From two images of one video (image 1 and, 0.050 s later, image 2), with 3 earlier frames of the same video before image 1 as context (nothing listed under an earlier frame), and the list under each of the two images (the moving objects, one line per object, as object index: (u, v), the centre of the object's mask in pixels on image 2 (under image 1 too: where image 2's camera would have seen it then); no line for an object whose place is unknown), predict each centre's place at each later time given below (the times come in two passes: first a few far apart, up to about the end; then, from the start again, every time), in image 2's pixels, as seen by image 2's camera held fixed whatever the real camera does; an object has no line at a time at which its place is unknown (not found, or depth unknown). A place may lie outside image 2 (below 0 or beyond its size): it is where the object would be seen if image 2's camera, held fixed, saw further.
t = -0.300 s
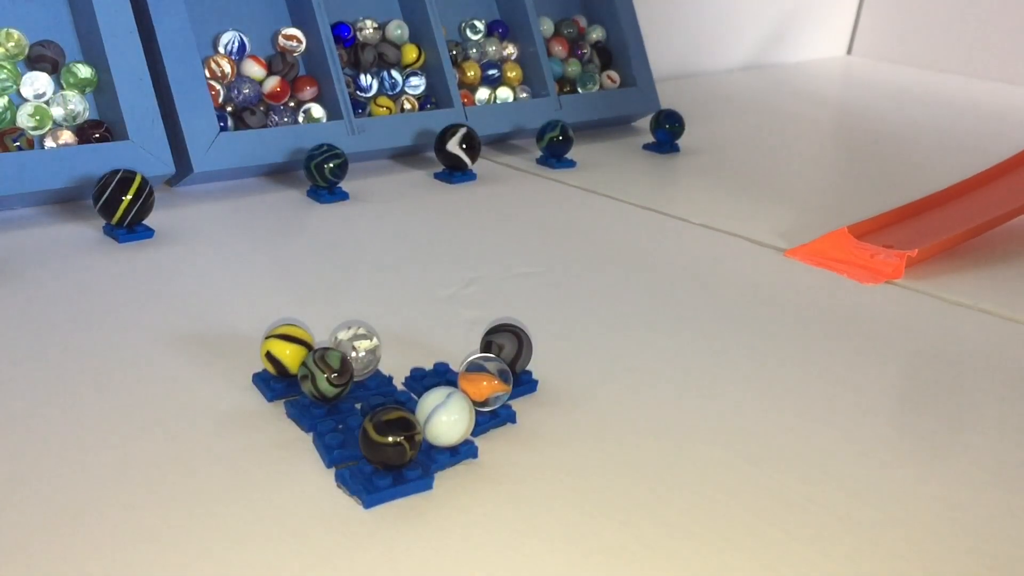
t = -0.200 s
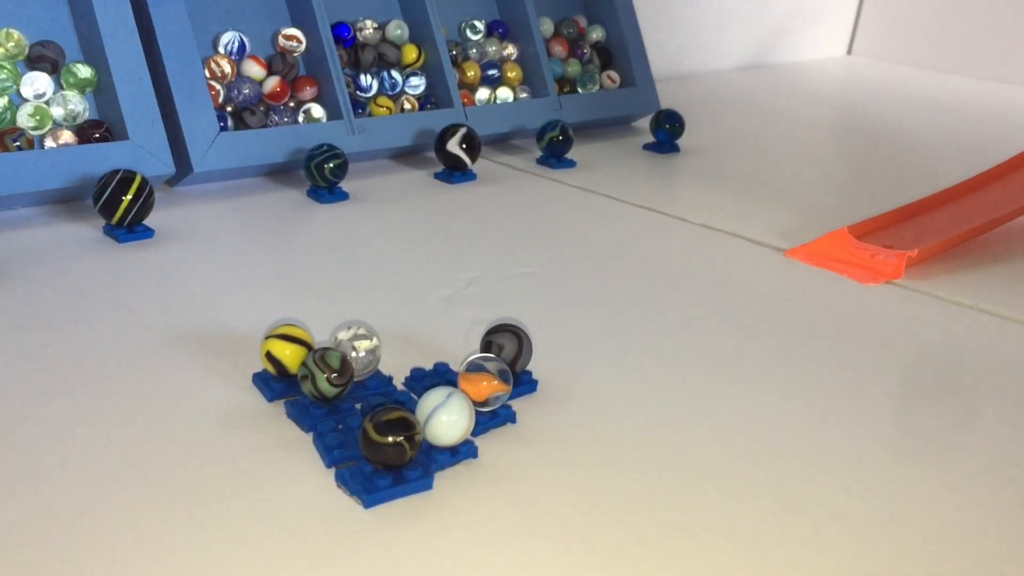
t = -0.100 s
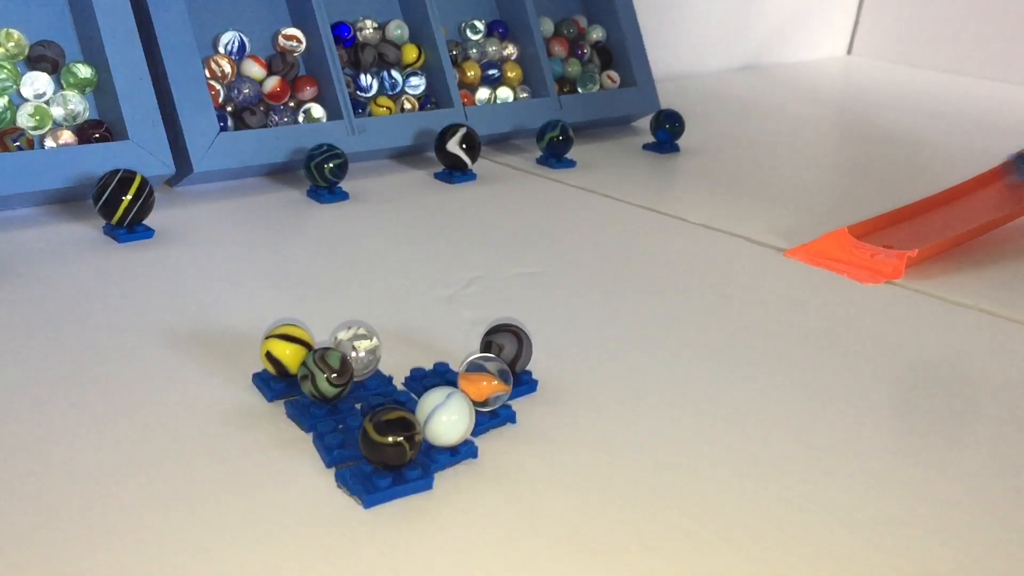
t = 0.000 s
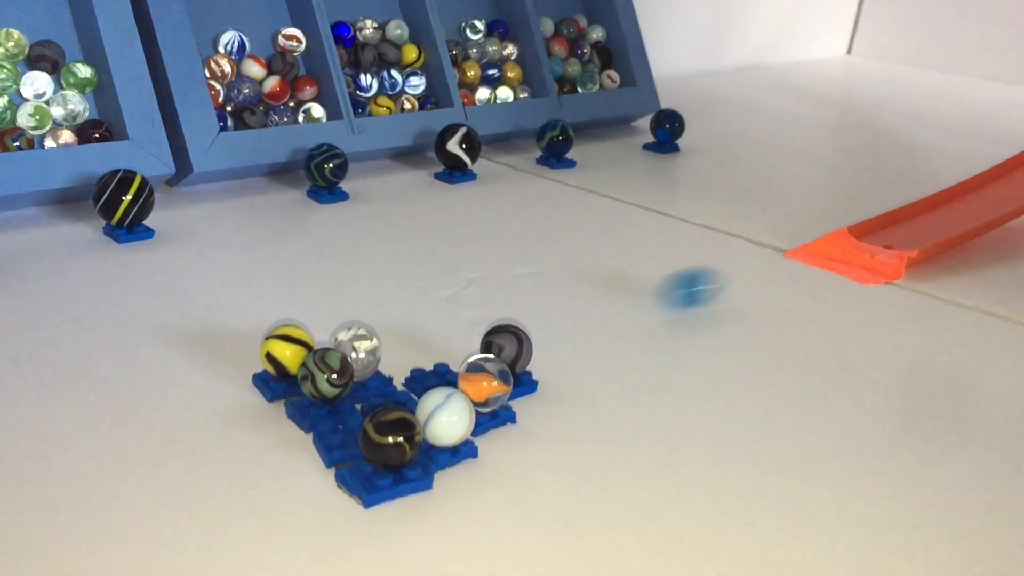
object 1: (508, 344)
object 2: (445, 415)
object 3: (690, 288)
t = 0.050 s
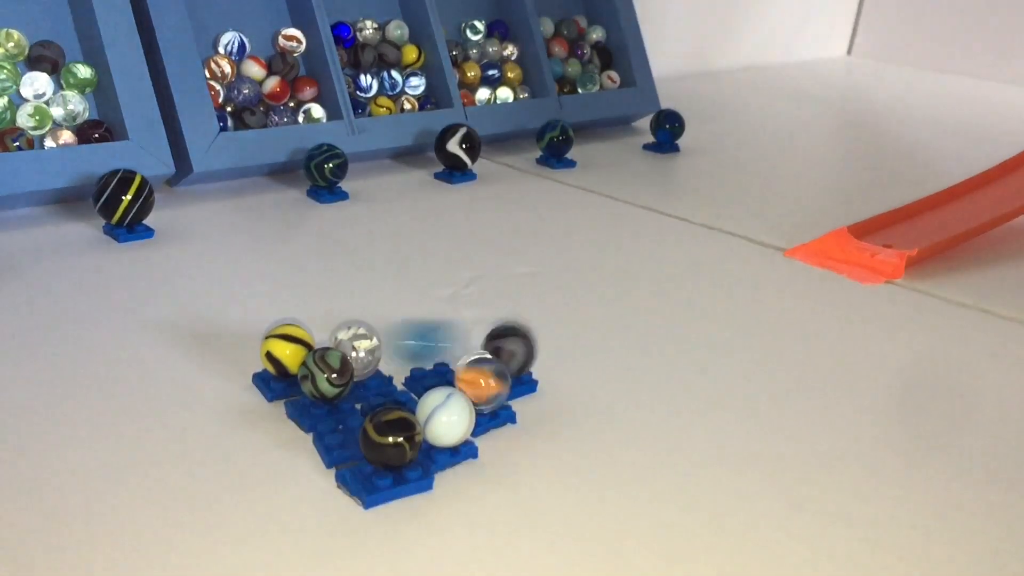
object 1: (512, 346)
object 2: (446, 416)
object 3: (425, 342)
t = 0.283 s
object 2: (406, 398)
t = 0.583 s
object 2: (397, 399)
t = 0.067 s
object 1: (522, 343)
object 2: (445, 415)
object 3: (325, 328)
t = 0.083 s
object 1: (534, 345)
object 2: (443, 413)
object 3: (255, 301)
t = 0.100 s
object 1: (545, 355)
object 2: (440, 415)
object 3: (188, 256)
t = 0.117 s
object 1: (557, 378)
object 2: (439, 416)
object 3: (115, 215)
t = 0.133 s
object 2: (436, 415)
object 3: (39, 184)
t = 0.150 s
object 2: (433, 411)
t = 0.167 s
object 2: (431, 409)
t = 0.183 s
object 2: (429, 407)
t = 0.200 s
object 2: (427, 405)
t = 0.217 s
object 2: (423, 403)
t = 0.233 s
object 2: (420, 401)
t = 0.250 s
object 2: (417, 399)
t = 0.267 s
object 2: (412, 400)
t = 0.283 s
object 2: (406, 398)
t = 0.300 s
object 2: (408, 396)
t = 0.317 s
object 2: (411, 399)
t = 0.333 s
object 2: (408, 398)
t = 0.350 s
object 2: (406, 398)
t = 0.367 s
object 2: (403, 397)
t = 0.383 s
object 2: (401, 399)
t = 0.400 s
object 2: (398, 399)
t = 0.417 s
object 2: (397, 398)
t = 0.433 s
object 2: (397, 399)
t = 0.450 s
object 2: (397, 399)
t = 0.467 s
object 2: (398, 399)
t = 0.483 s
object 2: (397, 399)
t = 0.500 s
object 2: (397, 399)
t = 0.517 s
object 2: (397, 399)
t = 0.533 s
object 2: (397, 399)
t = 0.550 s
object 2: (397, 399)
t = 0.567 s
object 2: (397, 399)
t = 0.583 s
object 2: (397, 399)
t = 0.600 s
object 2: (397, 399)
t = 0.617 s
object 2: (397, 399)
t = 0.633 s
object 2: (397, 399)
